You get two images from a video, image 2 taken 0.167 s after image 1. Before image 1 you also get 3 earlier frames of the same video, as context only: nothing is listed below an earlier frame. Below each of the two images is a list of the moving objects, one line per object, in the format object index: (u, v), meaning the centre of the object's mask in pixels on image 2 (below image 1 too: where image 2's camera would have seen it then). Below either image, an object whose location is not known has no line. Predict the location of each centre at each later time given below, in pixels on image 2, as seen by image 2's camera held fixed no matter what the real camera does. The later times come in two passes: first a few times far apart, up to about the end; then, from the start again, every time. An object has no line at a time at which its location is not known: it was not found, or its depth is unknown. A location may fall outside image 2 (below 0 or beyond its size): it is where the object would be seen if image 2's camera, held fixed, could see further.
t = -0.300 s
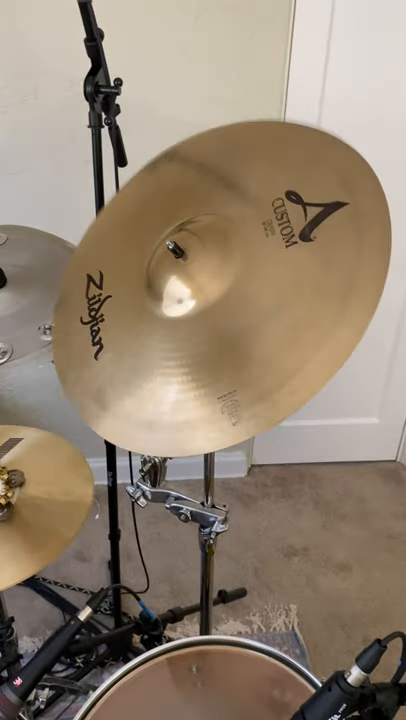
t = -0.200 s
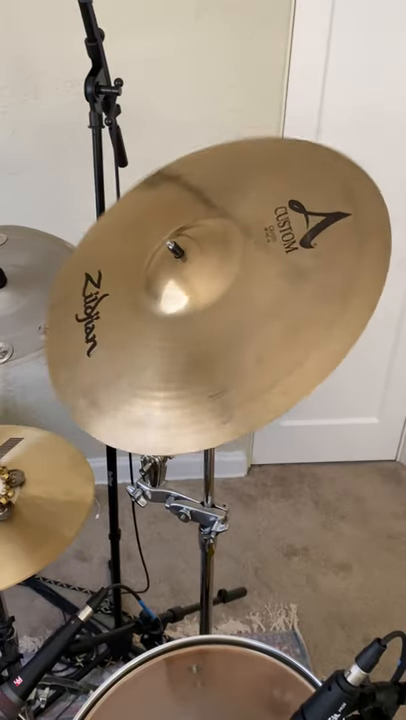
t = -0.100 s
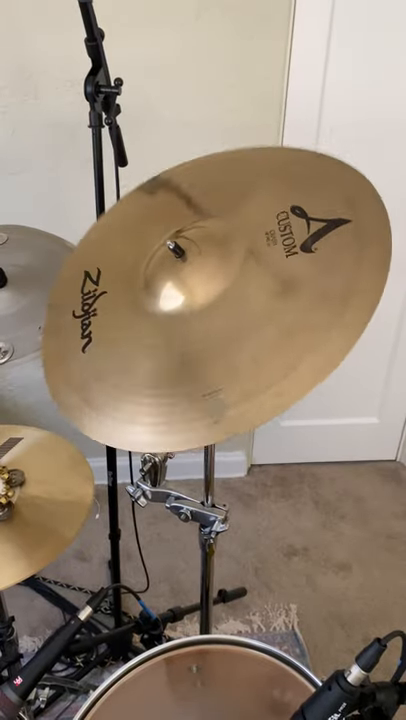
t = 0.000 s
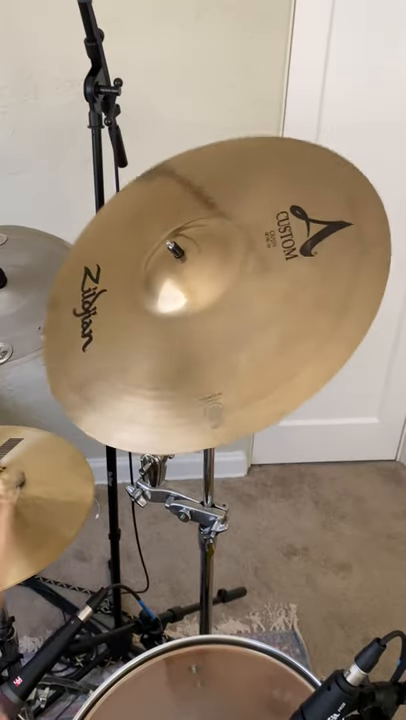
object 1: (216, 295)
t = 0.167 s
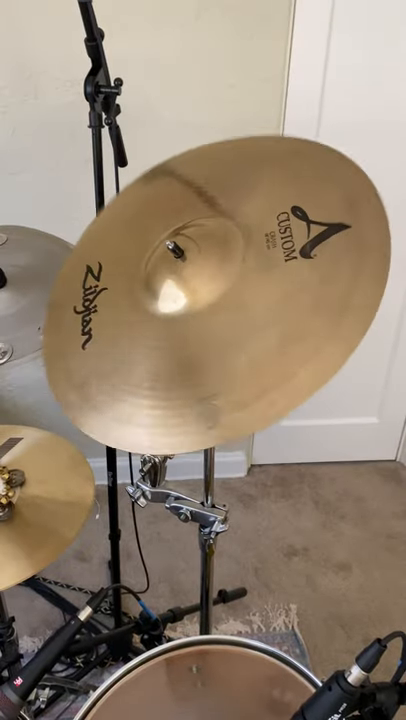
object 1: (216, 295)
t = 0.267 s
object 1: (211, 302)
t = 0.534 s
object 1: (203, 307)
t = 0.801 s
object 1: (214, 299)
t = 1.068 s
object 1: (201, 307)
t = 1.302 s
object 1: (202, 306)
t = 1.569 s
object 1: (210, 302)
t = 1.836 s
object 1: (203, 306)
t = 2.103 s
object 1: (203, 306)
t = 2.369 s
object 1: (209, 303)
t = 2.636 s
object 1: (205, 305)
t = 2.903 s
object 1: (205, 306)
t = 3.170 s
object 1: (208, 304)
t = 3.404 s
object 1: (206, 306)
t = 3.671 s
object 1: (205, 305)
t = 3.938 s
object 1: (206, 304)
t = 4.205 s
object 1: (205, 305)
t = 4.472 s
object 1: (206, 305)
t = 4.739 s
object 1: (206, 305)
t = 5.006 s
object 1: (205, 305)
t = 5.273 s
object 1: (206, 305)
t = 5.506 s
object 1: (206, 305)
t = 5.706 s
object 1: (206, 305)
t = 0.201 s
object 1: (215, 297)
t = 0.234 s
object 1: (213, 300)
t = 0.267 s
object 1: (211, 302)
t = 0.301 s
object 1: (208, 304)
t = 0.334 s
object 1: (205, 305)
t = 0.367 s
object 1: (201, 307)
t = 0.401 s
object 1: (199, 308)
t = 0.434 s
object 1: (198, 309)
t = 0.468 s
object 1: (199, 309)
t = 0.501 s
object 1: (201, 307)
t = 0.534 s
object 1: (203, 307)
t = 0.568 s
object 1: (205, 305)
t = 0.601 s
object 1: (207, 303)
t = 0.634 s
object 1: (209, 302)
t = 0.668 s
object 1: (210, 300)
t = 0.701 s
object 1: (211, 299)
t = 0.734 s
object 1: (212, 299)
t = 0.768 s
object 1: (214, 299)
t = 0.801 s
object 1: (214, 299)
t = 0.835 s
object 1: (214, 300)
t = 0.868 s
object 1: (213, 301)
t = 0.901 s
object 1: (212, 301)
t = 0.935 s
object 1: (209, 302)
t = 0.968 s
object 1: (207, 303)
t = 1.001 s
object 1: (204, 305)
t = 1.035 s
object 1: (203, 306)
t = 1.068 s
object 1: (201, 307)
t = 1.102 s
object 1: (199, 308)
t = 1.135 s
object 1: (199, 308)
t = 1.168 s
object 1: (198, 308)
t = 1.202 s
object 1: (199, 307)
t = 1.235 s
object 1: (199, 307)
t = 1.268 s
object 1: (201, 307)
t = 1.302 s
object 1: (202, 306)
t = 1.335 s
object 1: (205, 305)
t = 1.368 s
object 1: (207, 304)
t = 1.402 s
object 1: (208, 304)
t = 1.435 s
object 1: (209, 303)
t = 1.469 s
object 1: (210, 302)
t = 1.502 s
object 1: (210, 302)
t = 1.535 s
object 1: (211, 302)
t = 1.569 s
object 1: (210, 302)
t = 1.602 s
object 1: (210, 302)
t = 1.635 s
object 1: (210, 302)
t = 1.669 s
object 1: (209, 303)
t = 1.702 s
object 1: (208, 304)
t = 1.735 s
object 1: (207, 305)
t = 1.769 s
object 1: (206, 305)
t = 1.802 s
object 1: (204, 306)
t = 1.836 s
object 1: (203, 306)
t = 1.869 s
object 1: (203, 307)
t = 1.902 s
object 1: (202, 307)
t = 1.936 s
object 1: (202, 307)
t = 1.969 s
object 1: (202, 307)
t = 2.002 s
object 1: (202, 307)
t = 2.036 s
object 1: (202, 307)
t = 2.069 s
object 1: (203, 307)
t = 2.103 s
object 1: (203, 306)
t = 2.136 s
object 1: (204, 306)
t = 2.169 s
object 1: (205, 305)
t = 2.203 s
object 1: (206, 305)
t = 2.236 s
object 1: (207, 304)
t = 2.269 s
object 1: (207, 304)
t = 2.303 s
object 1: (208, 303)
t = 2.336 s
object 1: (208, 303)
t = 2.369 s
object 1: (209, 303)
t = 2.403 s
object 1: (209, 303)
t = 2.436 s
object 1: (208, 303)
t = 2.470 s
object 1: (208, 303)
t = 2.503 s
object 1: (208, 304)
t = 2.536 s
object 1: (207, 304)
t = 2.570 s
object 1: (207, 304)
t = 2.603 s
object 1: (206, 305)
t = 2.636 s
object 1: (205, 305)
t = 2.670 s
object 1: (205, 306)
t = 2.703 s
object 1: (205, 306)
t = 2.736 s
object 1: (204, 306)
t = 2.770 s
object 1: (204, 306)
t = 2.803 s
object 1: (204, 306)
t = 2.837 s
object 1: (204, 306)
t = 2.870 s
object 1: (205, 306)
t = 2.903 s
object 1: (205, 306)
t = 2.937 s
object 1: (206, 305)
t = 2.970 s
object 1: (206, 305)
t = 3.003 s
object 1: (206, 305)
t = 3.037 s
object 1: (207, 305)
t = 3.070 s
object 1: (207, 304)
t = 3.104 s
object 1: (207, 304)
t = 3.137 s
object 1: (207, 304)
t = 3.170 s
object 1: (208, 304)
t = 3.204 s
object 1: (207, 304)
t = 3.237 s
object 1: (207, 304)
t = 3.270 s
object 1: (207, 305)
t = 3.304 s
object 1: (206, 305)
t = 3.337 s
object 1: (206, 305)
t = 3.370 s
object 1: (206, 305)
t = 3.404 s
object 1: (206, 306)
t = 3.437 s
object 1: (205, 306)
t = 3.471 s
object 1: (205, 306)
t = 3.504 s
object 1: (205, 306)
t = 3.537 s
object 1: (204, 306)
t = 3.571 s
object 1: (205, 306)
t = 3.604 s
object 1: (204, 306)
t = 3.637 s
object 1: (205, 306)
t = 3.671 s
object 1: (205, 305)
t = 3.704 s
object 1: (205, 305)
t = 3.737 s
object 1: (206, 305)
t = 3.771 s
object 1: (206, 305)
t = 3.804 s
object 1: (206, 305)
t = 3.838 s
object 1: (206, 304)
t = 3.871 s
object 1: (206, 304)
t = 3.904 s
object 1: (206, 304)
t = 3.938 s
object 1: (206, 304)
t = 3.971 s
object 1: (207, 304)
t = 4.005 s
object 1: (206, 304)
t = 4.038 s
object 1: (206, 304)
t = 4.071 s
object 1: (206, 305)
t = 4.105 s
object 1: (206, 305)
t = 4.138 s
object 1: (206, 305)
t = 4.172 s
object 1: (205, 305)
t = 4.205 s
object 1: (205, 305)
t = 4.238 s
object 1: (205, 305)
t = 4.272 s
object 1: (205, 305)
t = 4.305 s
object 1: (205, 305)
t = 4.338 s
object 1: (205, 305)
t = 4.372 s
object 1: (205, 305)
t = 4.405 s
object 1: (205, 305)
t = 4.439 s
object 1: (206, 305)
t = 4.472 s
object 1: (206, 305)
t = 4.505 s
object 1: (206, 305)
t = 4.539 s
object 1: (206, 305)
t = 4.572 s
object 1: (206, 305)
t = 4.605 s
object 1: (206, 305)
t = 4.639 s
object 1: (206, 305)
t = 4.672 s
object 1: (206, 305)
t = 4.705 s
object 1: (206, 305)
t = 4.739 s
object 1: (206, 305)
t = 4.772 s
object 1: (206, 305)
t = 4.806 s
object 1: (206, 305)
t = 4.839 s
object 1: (206, 305)
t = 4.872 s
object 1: (205, 305)
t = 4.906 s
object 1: (205, 305)
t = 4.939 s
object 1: (205, 305)
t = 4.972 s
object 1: (205, 305)
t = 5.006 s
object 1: (205, 305)
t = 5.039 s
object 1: (205, 305)
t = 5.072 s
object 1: (205, 305)
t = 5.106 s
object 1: (205, 305)
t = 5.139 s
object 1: (206, 305)
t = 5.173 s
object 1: (206, 305)
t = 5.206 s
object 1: (206, 305)
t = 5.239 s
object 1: (206, 305)
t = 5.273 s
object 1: (206, 305)
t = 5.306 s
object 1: (206, 305)
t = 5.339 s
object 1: (206, 305)
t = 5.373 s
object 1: (206, 305)
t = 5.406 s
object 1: (206, 305)
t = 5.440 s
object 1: (206, 305)
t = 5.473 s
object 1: (206, 305)
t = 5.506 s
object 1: (206, 305)
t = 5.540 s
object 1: (206, 305)
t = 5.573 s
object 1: (206, 305)
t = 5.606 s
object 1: (206, 305)
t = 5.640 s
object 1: (206, 305)
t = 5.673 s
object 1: (206, 305)
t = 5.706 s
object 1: (206, 305)
